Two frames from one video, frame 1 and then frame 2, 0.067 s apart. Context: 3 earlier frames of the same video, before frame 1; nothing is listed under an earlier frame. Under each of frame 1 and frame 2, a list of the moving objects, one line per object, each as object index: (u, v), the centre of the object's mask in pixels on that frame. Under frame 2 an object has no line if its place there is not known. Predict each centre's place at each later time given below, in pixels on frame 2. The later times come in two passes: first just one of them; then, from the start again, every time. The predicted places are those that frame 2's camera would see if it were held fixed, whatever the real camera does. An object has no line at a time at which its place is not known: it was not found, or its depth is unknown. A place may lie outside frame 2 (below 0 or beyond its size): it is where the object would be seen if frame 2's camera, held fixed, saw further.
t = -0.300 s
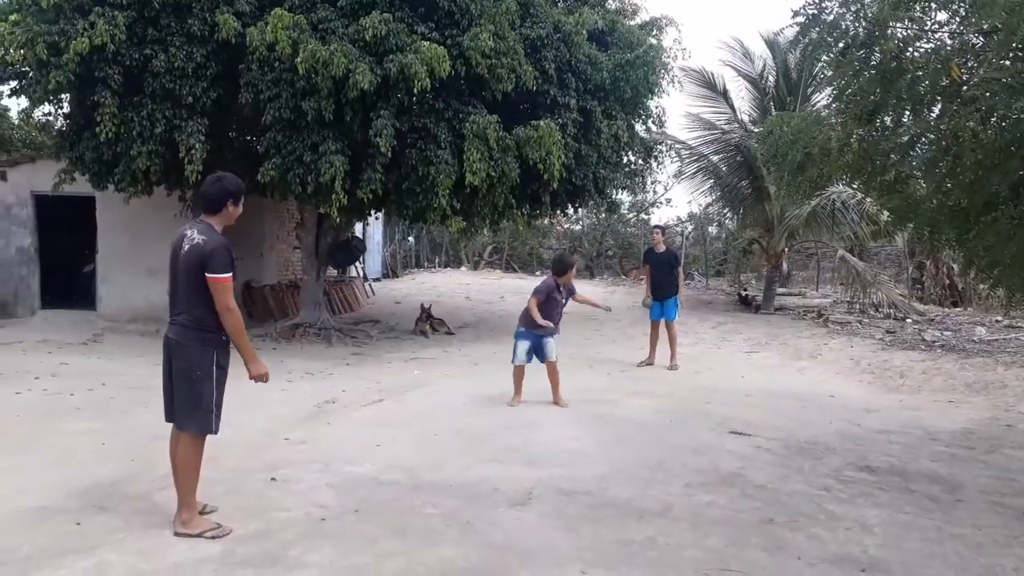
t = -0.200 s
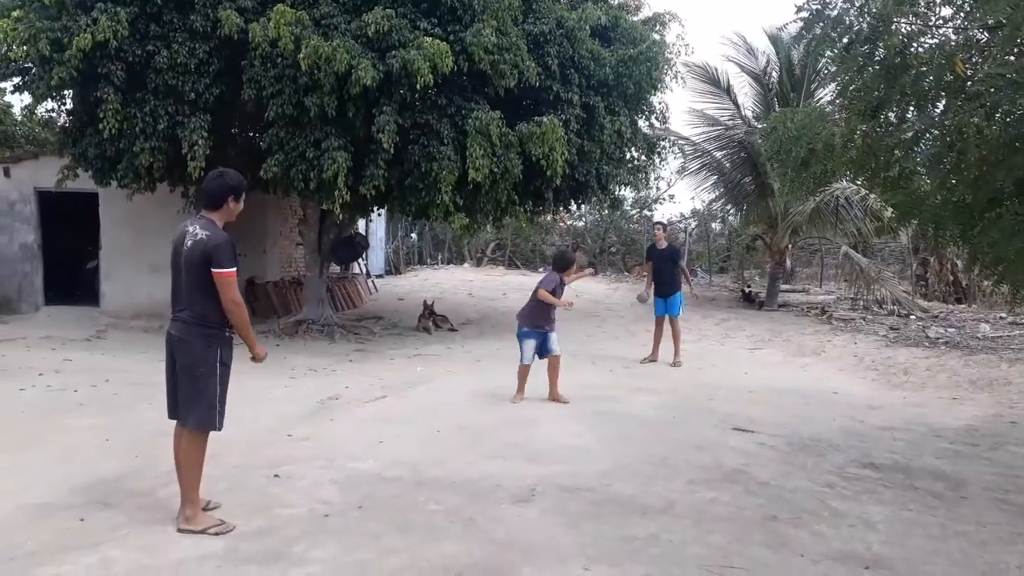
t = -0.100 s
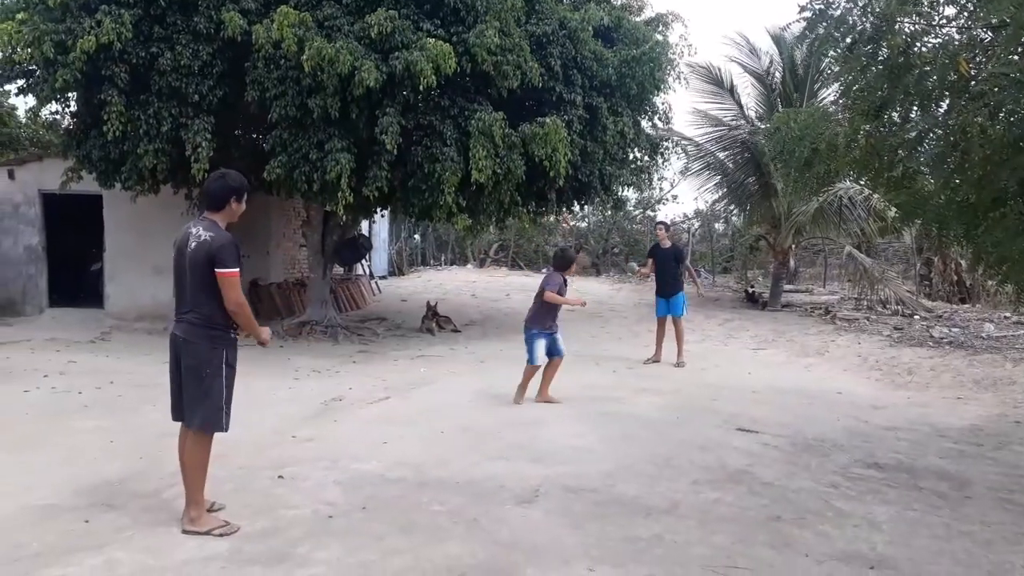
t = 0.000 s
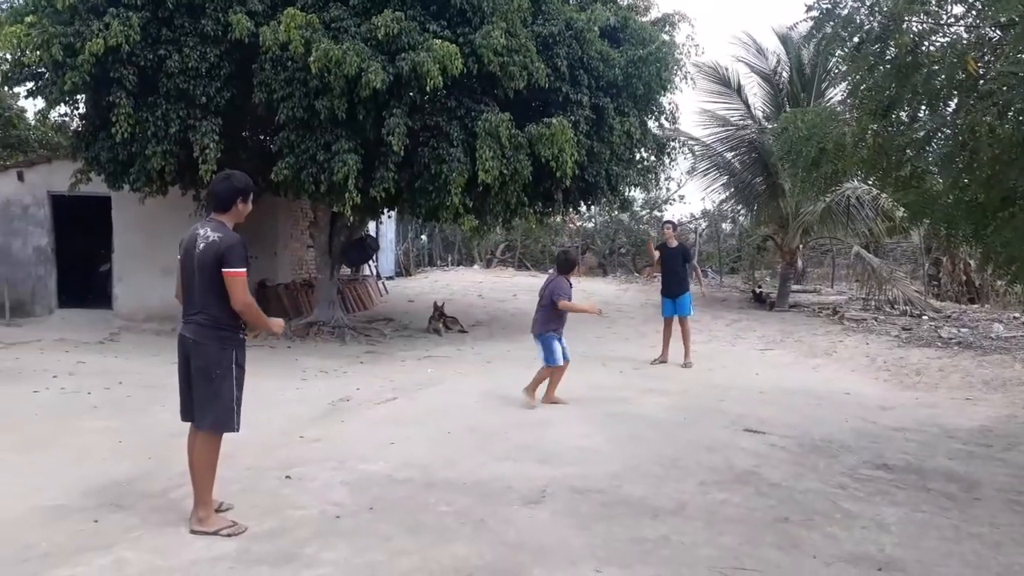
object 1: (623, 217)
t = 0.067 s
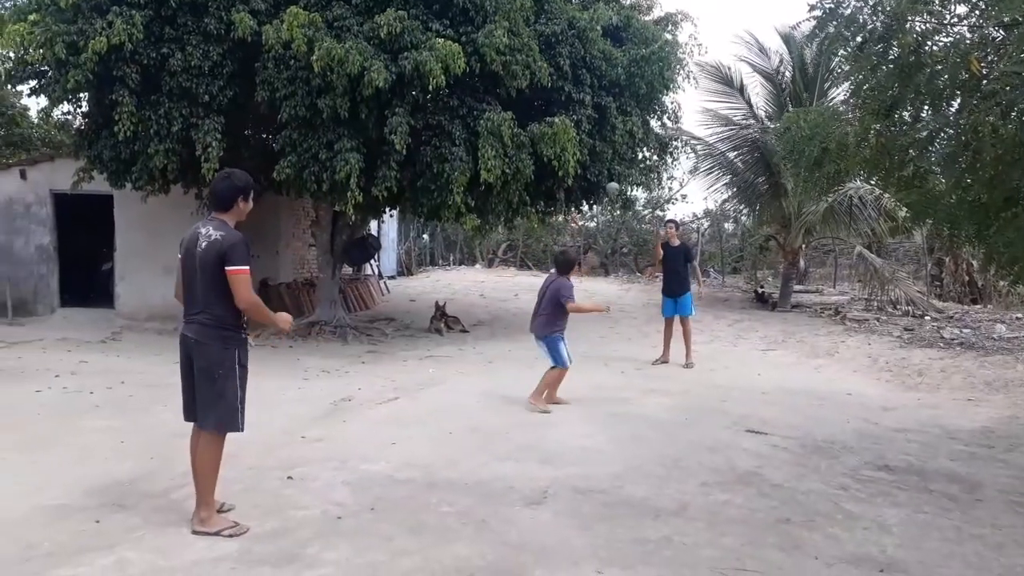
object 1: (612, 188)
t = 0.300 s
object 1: (564, 100)
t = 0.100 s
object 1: (606, 173)
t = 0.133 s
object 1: (600, 159)
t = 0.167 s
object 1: (593, 145)
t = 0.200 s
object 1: (586, 134)
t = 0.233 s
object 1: (579, 122)
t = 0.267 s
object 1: (572, 111)
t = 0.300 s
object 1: (564, 100)
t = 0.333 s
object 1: (555, 89)
